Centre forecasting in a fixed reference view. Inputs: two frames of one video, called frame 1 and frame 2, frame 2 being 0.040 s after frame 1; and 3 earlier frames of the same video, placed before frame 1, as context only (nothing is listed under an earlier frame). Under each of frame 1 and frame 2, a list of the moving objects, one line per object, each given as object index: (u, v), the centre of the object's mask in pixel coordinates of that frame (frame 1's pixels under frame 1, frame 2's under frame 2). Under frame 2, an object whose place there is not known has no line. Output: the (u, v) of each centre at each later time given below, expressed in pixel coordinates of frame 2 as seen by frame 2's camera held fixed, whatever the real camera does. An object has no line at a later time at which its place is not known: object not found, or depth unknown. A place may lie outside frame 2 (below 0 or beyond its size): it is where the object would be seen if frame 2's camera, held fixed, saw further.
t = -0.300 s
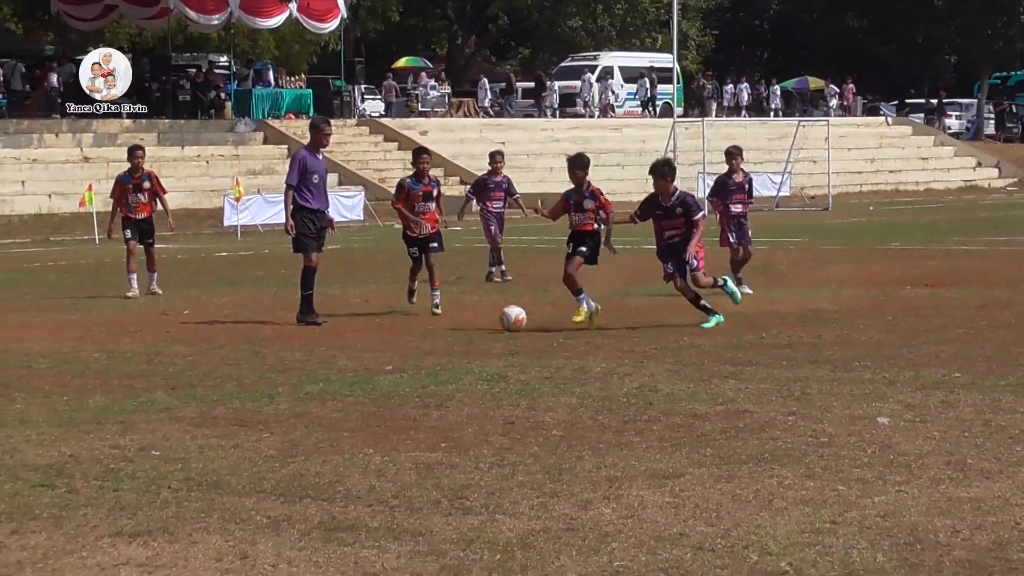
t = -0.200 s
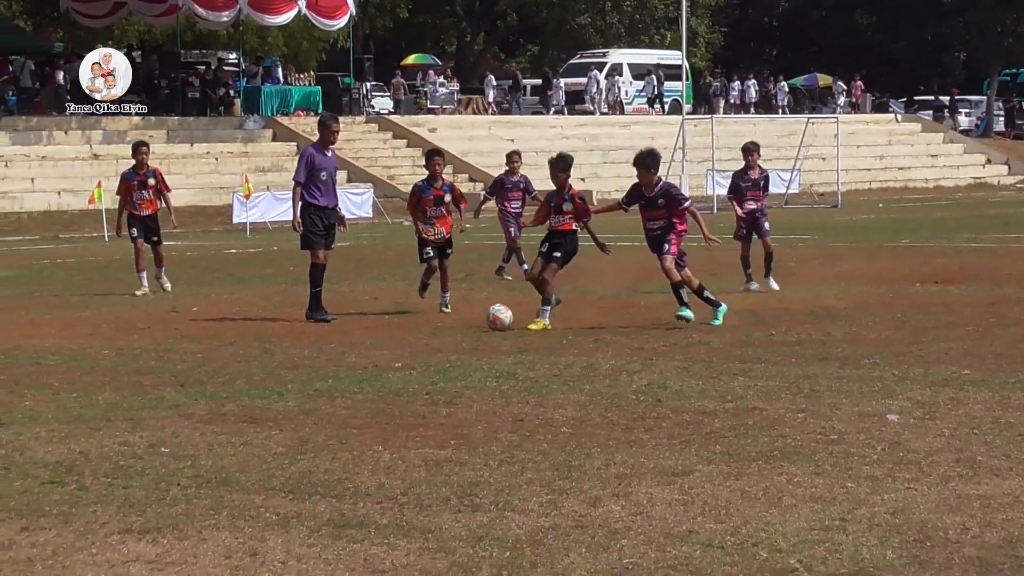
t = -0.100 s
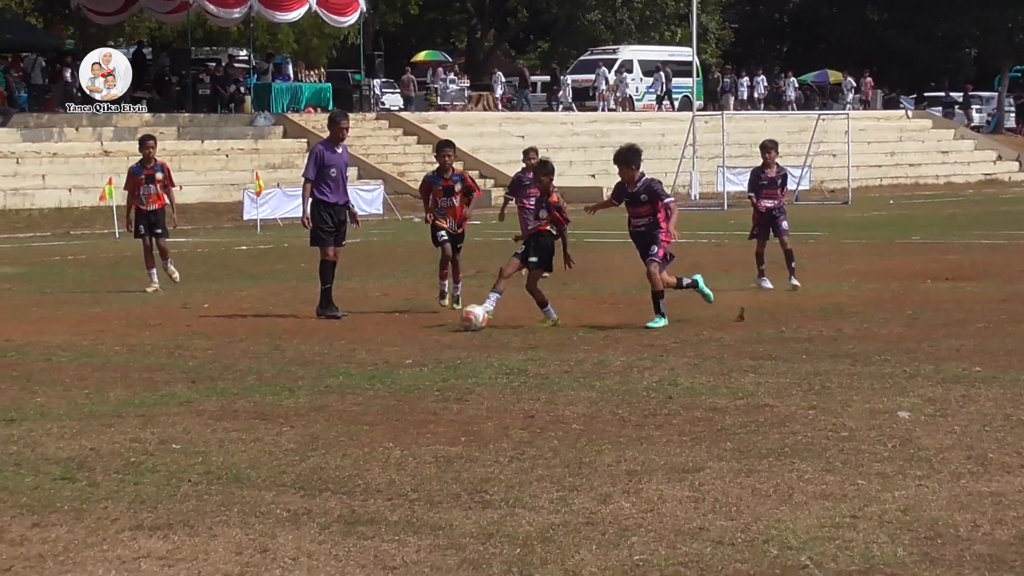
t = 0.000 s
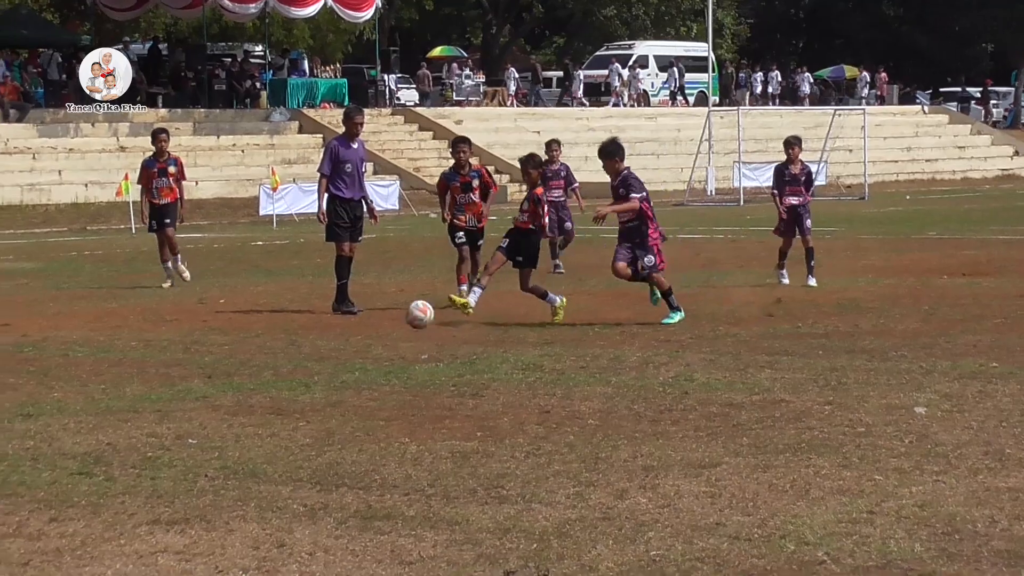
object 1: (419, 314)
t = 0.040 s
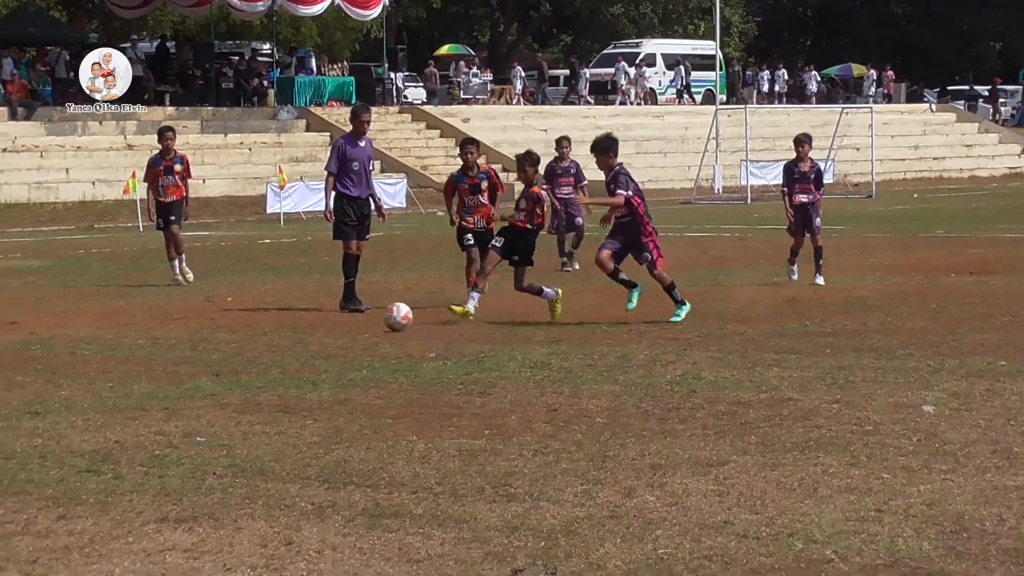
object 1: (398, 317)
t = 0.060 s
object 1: (384, 319)
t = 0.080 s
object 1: (371, 320)
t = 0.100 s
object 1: (358, 323)
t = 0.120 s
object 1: (343, 324)
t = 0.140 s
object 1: (330, 326)
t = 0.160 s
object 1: (318, 327)
